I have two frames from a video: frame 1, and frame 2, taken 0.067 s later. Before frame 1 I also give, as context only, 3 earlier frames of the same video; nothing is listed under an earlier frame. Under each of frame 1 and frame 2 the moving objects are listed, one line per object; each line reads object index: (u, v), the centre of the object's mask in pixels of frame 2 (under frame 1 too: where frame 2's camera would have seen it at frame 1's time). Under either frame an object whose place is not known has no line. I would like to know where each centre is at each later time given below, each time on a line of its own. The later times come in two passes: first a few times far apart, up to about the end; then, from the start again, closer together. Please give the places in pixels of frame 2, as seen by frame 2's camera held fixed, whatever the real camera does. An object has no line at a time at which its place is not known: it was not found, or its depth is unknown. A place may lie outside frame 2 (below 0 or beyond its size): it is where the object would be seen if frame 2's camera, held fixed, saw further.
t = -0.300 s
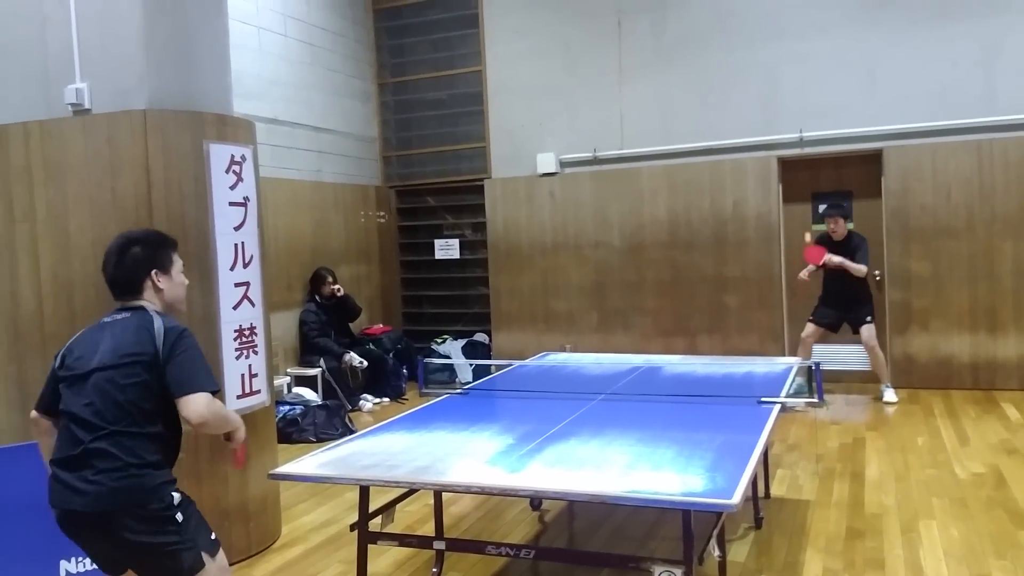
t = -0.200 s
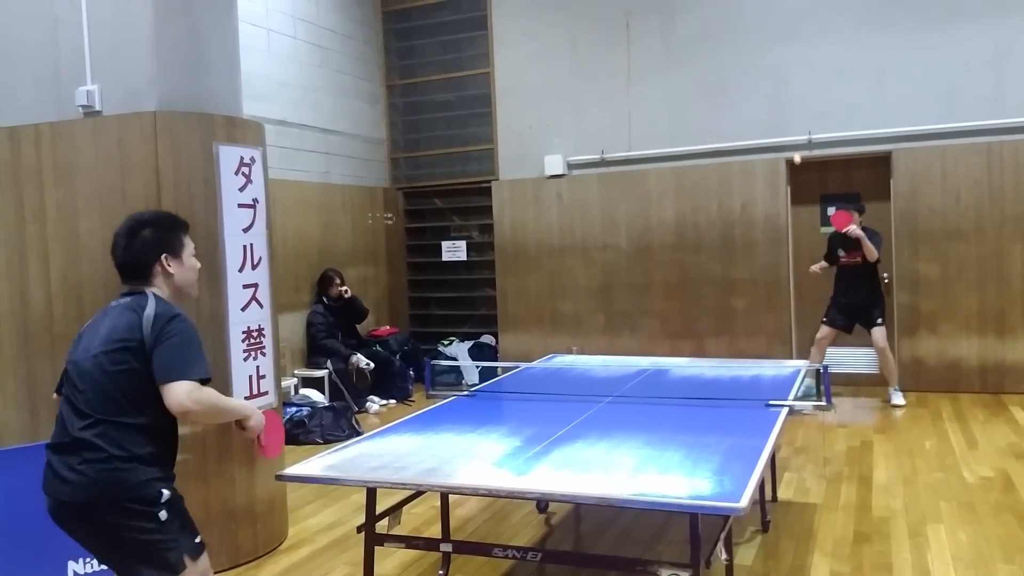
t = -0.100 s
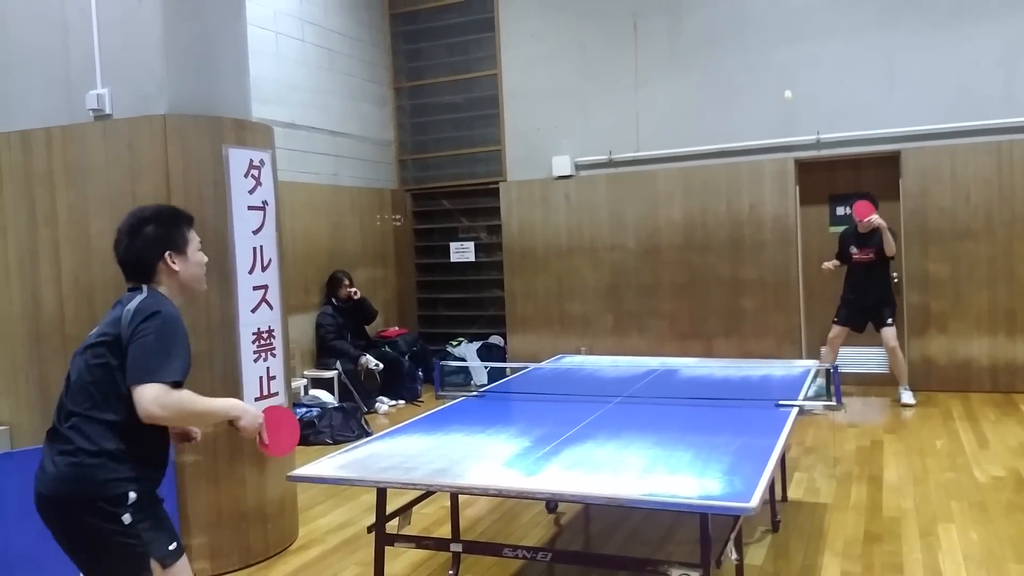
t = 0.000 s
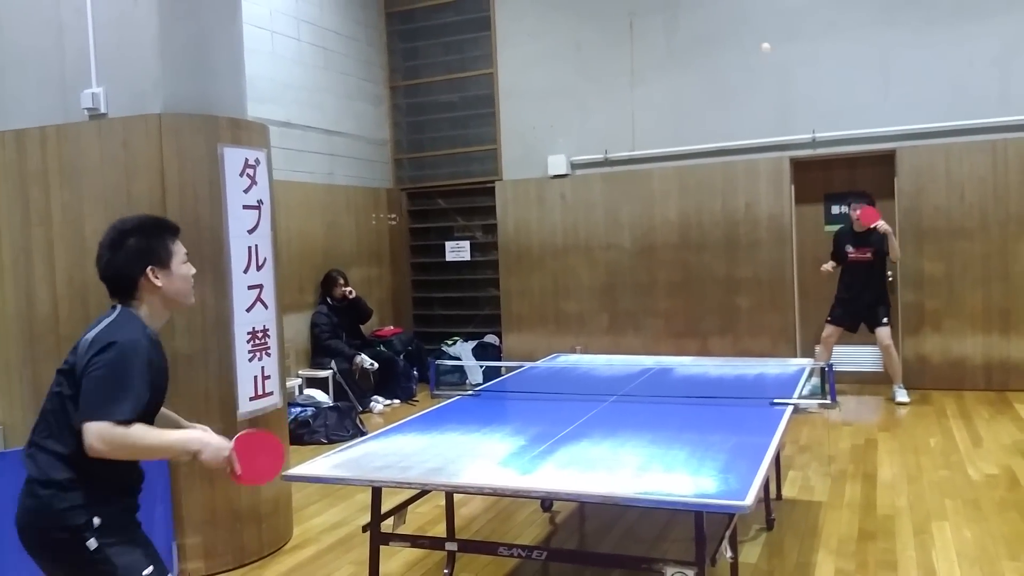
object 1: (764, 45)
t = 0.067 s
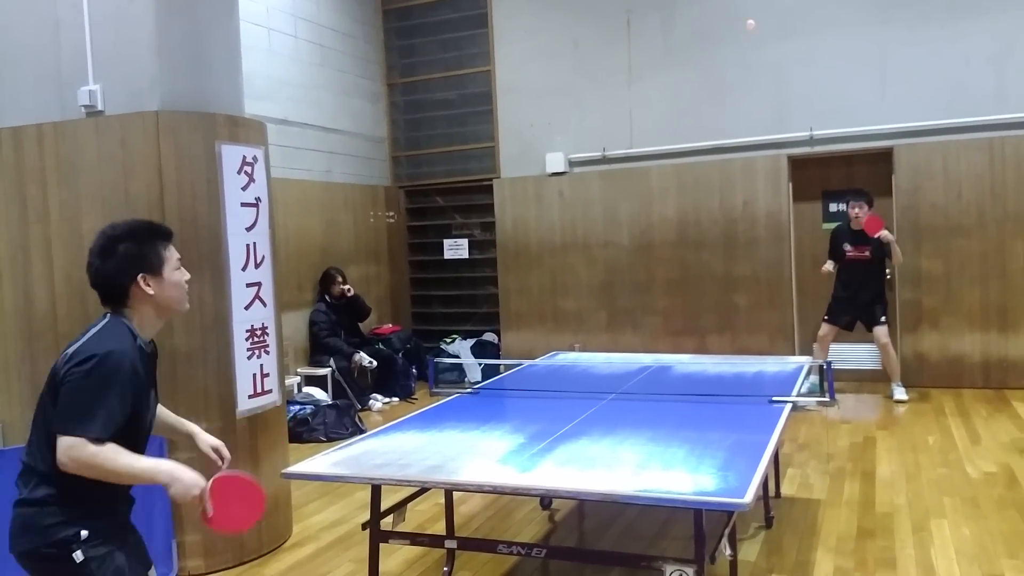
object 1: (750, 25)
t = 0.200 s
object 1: (723, 13)
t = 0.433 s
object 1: (657, 117)
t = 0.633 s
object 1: (591, 357)
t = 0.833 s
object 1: (531, 316)
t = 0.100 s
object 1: (744, 18)
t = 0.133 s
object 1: (738, 13)
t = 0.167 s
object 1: (731, 12)
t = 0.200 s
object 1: (723, 13)
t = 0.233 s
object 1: (715, 17)
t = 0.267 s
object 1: (706, 24)
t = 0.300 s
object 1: (698, 35)
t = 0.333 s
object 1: (688, 49)
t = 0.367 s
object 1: (678, 68)
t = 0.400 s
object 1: (668, 91)
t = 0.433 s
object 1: (657, 117)
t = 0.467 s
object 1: (646, 148)
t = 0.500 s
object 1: (635, 182)
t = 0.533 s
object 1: (624, 220)
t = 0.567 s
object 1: (613, 263)
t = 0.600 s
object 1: (602, 309)
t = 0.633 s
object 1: (591, 357)
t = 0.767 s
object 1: (548, 370)
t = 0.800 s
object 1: (540, 341)
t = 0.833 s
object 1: (531, 316)
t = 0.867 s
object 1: (521, 293)
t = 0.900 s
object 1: (512, 273)
